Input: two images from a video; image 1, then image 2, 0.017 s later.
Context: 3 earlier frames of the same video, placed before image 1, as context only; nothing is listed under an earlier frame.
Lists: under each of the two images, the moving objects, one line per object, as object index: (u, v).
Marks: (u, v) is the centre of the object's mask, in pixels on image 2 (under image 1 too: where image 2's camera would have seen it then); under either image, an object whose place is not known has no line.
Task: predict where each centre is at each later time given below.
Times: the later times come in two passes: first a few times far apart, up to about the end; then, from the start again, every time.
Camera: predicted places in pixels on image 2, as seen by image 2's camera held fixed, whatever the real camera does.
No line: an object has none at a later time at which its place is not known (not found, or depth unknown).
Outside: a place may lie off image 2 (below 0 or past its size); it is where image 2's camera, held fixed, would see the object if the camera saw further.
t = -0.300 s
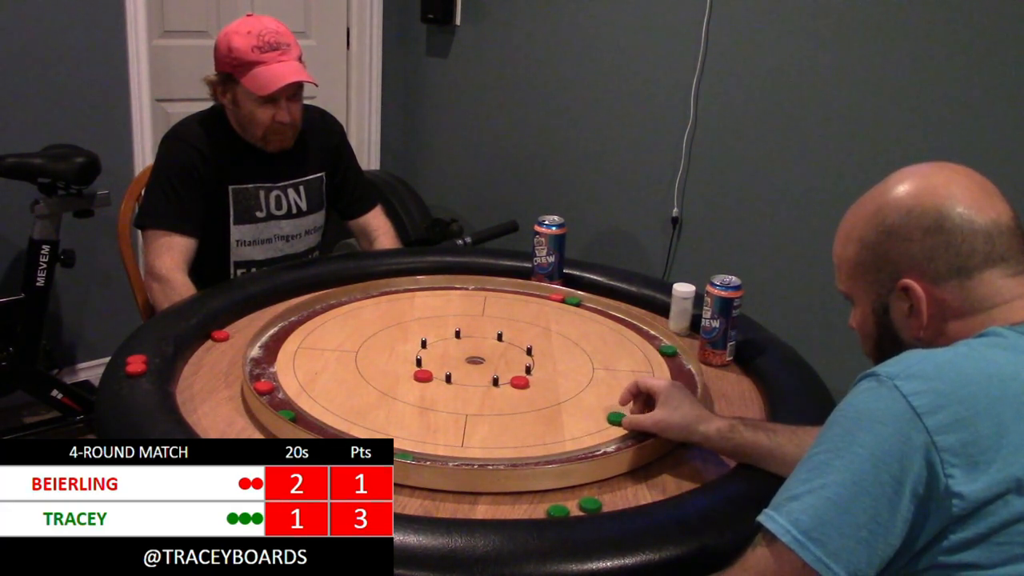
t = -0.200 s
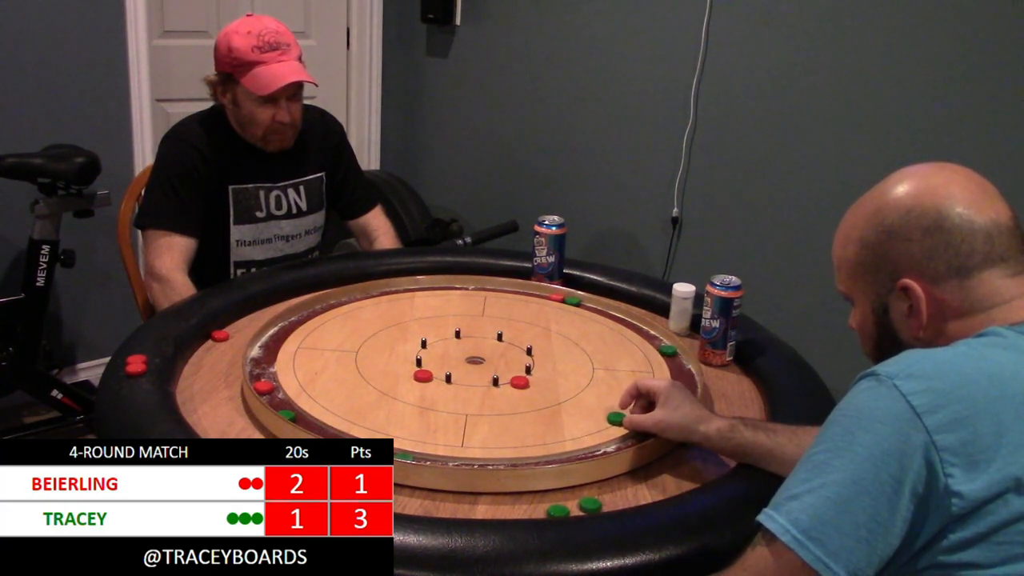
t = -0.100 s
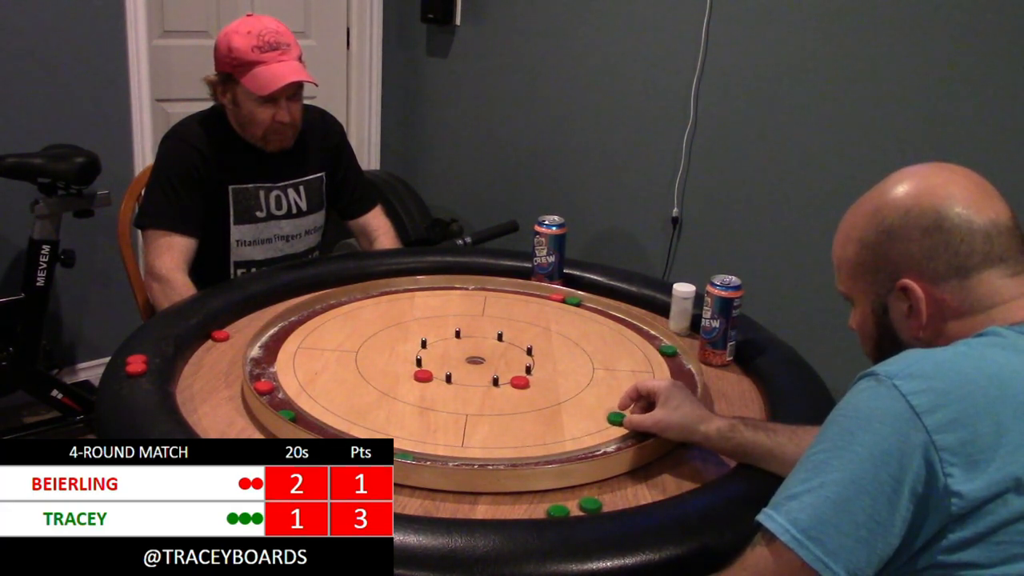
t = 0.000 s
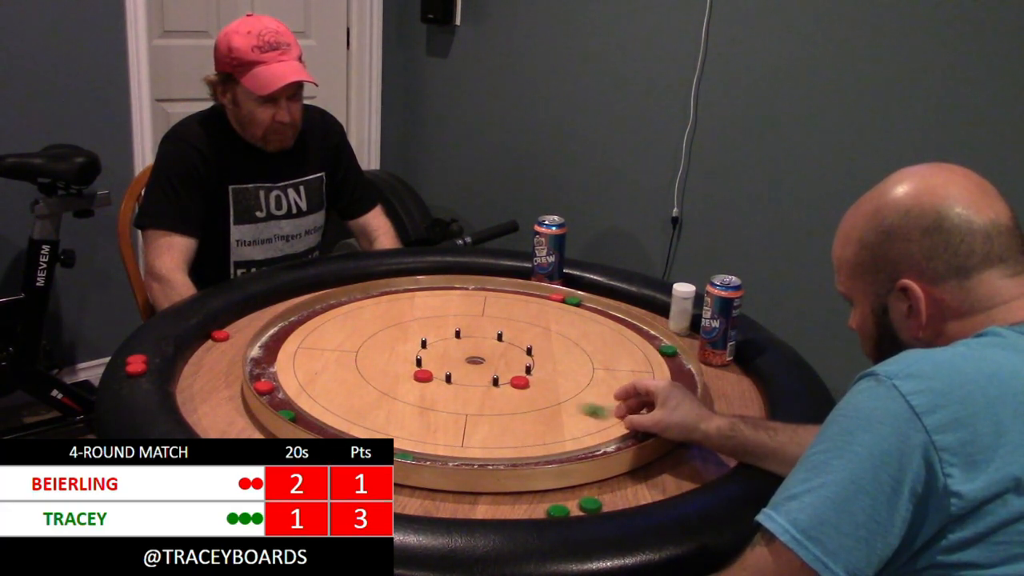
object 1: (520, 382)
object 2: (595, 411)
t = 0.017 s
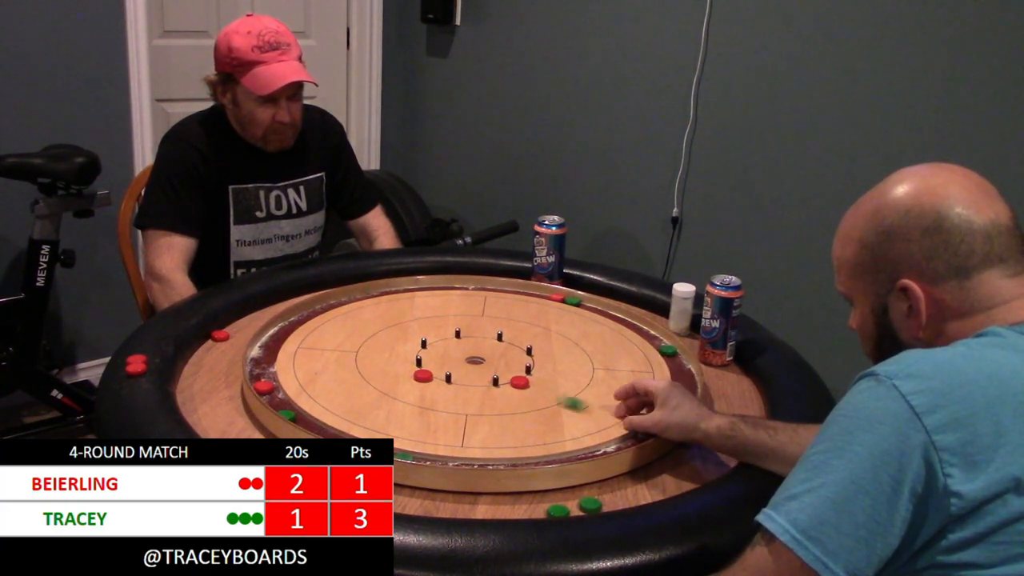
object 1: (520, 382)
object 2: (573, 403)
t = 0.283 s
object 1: (404, 301)
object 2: (470, 395)
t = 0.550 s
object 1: (376, 292)
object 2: (449, 398)
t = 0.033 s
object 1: (519, 382)
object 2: (553, 397)
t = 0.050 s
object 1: (519, 382)
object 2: (534, 391)
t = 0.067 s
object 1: (507, 375)
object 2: (526, 390)
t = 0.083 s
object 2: (521, 390)
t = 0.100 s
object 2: (516, 391)
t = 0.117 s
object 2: (511, 391)
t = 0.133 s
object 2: (505, 392)
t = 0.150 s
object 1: (457, 335)
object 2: (501, 392)
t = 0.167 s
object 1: (449, 324)
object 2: (496, 392)
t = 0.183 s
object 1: (443, 317)
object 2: (492, 393)
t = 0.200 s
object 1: (436, 311)
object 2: (488, 393)
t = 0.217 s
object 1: (429, 306)
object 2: (484, 394)
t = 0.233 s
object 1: (423, 303)
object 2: (480, 394)
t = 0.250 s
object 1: (417, 301)
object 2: (477, 395)
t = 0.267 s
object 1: (410, 300)
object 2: (473, 395)
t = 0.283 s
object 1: (404, 301)
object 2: (470, 395)
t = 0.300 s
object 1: (398, 303)
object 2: (467, 395)
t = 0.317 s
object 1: (392, 301)
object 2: (465, 396)
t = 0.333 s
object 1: (387, 295)
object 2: (462, 396)
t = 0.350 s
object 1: (381, 288)
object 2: (460, 396)
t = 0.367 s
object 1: (376, 283)
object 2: (458, 397)
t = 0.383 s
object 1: (371, 280)
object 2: (456, 397)
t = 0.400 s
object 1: (369, 277)
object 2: (455, 397)
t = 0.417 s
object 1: (369, 275)
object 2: (453, 397)
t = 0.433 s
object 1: (369, 273)
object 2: (452, 397)
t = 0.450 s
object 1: (370, 273)
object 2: (451, 397)
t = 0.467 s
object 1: (371, 273)
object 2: (450, 398)
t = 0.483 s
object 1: (372, 274)
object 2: (450, 398)
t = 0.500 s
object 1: (373, 277)
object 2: (449, 398)
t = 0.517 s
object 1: (373, 281)
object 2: (449, 398)
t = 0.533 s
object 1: (374, 289)
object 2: (449, 398)
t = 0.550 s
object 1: (376, 292)
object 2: (449, 398)
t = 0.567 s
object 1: (374, 290)
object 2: (449, 398)
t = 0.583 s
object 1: (372, 286)
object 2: (449, 398)
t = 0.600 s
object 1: (370, 285)
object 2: (449, 398)
